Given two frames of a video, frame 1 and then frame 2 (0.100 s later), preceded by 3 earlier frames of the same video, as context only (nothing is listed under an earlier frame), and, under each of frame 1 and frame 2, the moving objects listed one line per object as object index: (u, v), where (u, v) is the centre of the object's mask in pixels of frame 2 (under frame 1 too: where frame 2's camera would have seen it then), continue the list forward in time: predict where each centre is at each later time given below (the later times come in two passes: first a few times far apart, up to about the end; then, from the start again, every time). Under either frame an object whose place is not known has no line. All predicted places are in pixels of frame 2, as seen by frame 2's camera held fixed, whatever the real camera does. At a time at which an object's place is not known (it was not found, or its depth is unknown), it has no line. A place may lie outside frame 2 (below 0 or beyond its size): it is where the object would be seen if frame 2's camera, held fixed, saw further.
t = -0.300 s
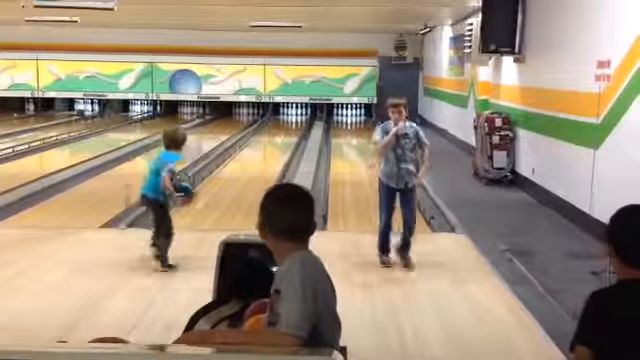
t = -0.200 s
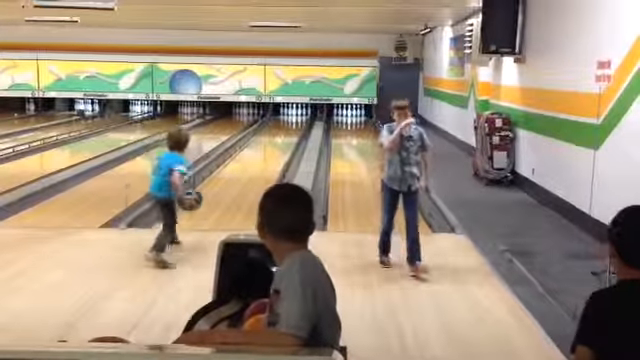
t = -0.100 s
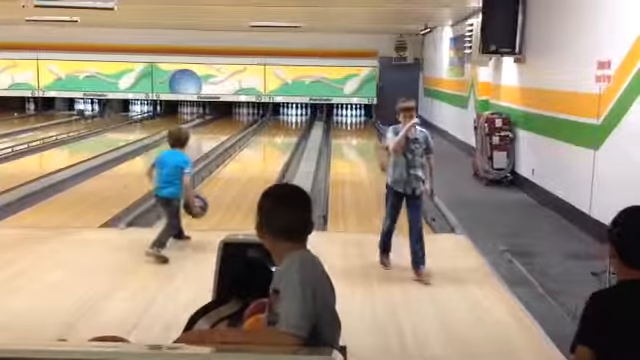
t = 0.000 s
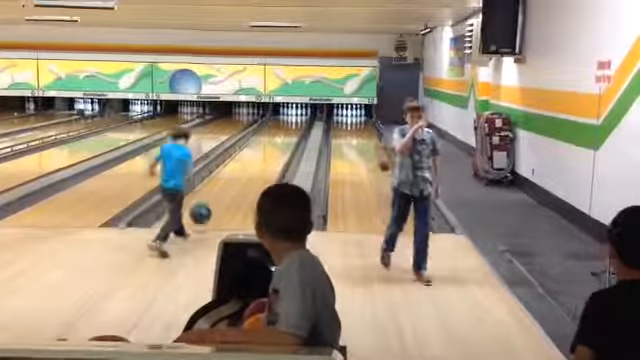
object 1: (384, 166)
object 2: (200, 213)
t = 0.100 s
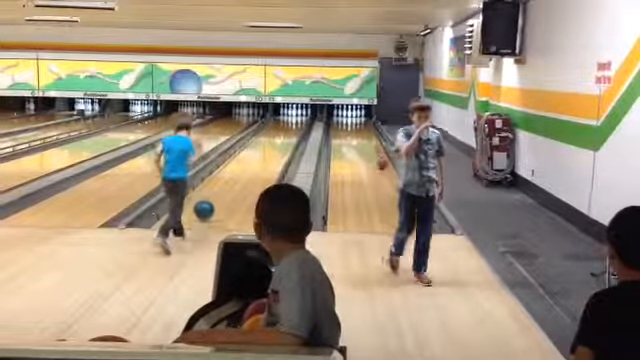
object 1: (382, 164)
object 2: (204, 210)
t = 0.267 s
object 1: (379, 161)
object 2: (207, 200)
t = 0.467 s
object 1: (377, 158)
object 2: (212, 188)
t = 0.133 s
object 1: (382, 164)
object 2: (204, 206)
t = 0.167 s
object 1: (381, 163)
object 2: (206, 203)
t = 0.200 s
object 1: (381, 162)
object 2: (206, 200)
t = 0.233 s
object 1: (381, 162)
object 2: (207, 200)
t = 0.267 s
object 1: (379, 161)
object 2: (207, 200)
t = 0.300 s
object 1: (379, 159)
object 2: (208, 199)
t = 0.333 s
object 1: (379, 159)
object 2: (209, 196)
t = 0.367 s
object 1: (379, 158)
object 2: (210, 194)
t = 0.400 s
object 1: (378, 158)
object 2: (210, 192)
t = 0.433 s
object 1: (378, 158)
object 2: (211, 191)
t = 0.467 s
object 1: (377, 158)
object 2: (212, 188)
